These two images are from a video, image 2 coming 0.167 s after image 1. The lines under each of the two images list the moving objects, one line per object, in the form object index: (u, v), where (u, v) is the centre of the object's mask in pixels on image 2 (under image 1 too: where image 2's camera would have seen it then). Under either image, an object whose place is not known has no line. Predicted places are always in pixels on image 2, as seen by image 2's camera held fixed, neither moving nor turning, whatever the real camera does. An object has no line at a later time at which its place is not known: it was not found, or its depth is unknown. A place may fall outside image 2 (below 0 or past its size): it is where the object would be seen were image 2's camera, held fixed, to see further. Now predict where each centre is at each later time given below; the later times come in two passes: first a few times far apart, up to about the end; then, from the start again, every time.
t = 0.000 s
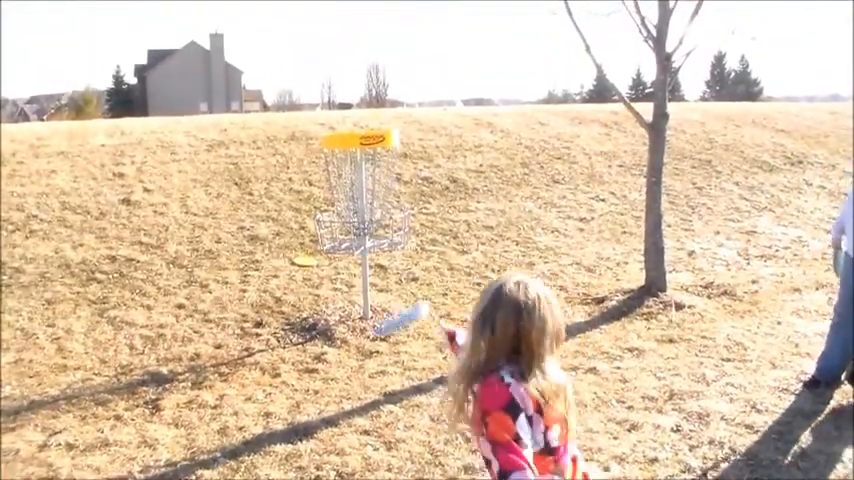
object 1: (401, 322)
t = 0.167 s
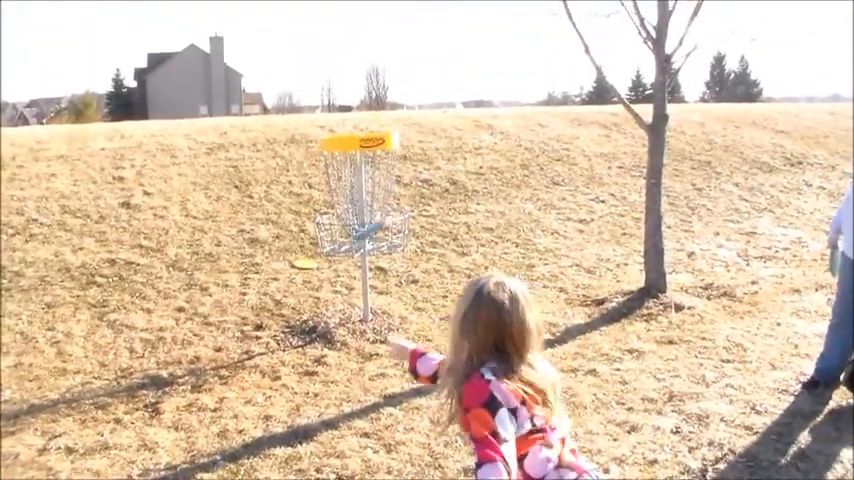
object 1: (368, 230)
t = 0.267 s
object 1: (363, 218)
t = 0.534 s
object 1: (333, 242)
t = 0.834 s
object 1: (265, 351)
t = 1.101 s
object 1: (250, 377)
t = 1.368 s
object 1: (272, 395)
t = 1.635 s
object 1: (317, 404)
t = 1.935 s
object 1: (336, 394)
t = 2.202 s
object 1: (328, 401)
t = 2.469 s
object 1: (329, 401)
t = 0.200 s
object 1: (368, 224)
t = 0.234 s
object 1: (365, 219)
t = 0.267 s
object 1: (363, 218)
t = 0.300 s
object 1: (361, 219)
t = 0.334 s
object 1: (358, 220)
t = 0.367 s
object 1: (358, 219)
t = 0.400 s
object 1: (351, 223)
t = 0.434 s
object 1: (343, 228)
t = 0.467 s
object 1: (343, 228)
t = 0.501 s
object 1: (343, 228)
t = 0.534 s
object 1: (333, 242)
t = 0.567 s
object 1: (324, 250)
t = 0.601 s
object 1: (316, 259)
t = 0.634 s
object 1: (310, 269)
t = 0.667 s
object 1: (301, 282)
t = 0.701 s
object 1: (293, 296)
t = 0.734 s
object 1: (285, 313)
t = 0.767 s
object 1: (277, 329)
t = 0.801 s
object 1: (267, 350)
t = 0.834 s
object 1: (265, 351)
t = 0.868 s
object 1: (262, 351)
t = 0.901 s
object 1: (260, 353)
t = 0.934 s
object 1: (257, 356)
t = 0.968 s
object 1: (254, 361)
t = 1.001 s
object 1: (251, 368)
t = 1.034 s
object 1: (250, 373)
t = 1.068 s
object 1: (250, 374)
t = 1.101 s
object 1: (250, 377)
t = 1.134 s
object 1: (252, 378)
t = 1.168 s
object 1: (253, 384)
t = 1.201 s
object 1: (254, 390)
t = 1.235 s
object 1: (256, 391)
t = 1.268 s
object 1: (260, 392)
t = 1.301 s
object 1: (263, 392)
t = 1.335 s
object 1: (267, 392)
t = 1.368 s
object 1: (272, 395)
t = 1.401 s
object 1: (276, 395)
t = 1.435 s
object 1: (282, 395)
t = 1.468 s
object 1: (288, 397)
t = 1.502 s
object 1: (294, 400)
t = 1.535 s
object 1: (299, 404)
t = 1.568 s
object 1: (305, 405)
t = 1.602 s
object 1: (311, 405)
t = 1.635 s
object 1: (317, 404)
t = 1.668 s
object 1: (322, 401)
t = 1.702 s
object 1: (326, 399)
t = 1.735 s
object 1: (331, 398)
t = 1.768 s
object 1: (334, 397)
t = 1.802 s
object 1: (335, 395)
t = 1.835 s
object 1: (338, 395)
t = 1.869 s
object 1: (338, 395)
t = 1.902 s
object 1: (338, 394)
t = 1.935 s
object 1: (336, 394)
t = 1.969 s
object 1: (334, 394)
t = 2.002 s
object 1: (332, 394)
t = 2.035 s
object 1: (330, 395)
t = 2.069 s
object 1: (325, 398)
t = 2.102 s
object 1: (324, 398)
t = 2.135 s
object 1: (325, 400)
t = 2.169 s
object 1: (327, 401)
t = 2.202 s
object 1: (328, 401)
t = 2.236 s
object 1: (328, 401)
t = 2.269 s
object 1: (328, 401)
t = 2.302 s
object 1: (328, 401)
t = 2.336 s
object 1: (328, 402)
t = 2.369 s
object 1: (328, 402)
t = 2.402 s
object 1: (329, 401)
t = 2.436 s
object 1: (329, 401)
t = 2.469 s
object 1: (329, 401)
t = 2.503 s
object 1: (328, 401)
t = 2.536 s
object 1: (328, 401)
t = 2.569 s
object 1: (328, 401)
